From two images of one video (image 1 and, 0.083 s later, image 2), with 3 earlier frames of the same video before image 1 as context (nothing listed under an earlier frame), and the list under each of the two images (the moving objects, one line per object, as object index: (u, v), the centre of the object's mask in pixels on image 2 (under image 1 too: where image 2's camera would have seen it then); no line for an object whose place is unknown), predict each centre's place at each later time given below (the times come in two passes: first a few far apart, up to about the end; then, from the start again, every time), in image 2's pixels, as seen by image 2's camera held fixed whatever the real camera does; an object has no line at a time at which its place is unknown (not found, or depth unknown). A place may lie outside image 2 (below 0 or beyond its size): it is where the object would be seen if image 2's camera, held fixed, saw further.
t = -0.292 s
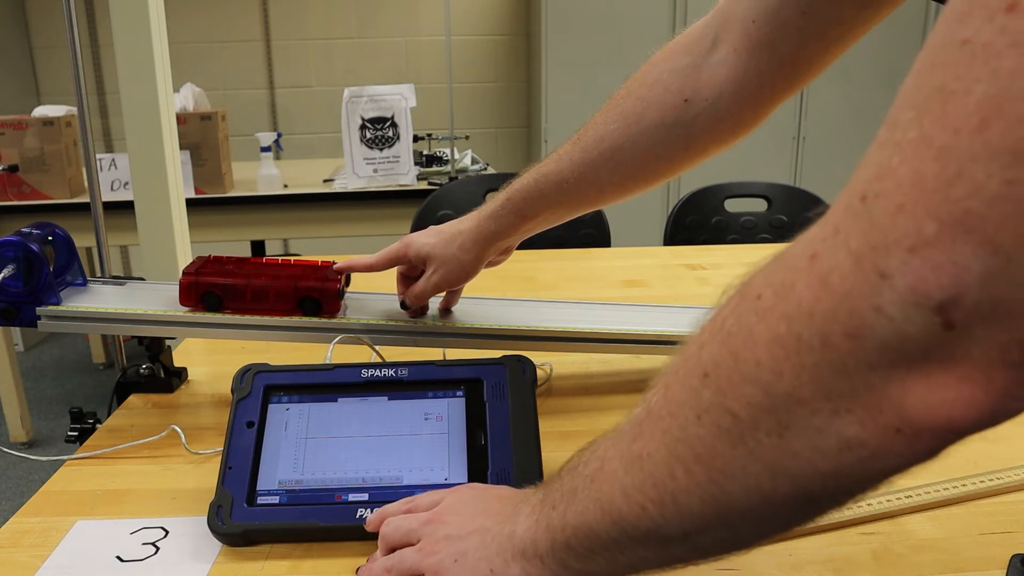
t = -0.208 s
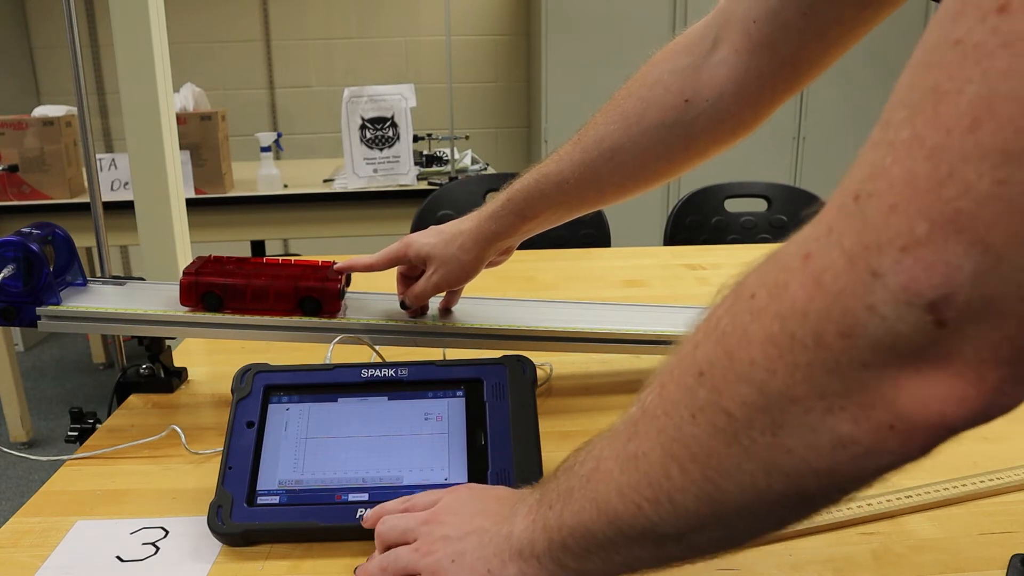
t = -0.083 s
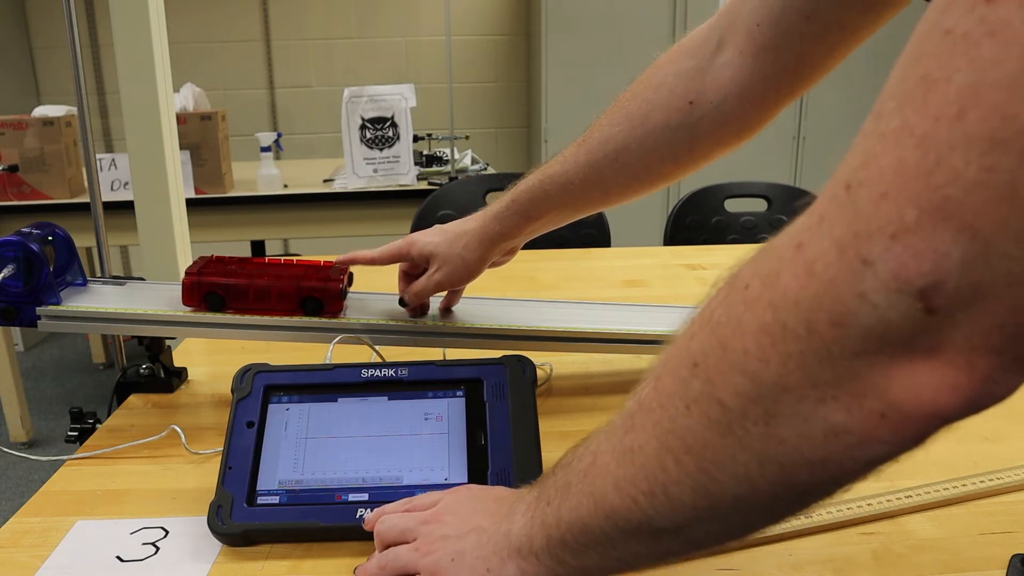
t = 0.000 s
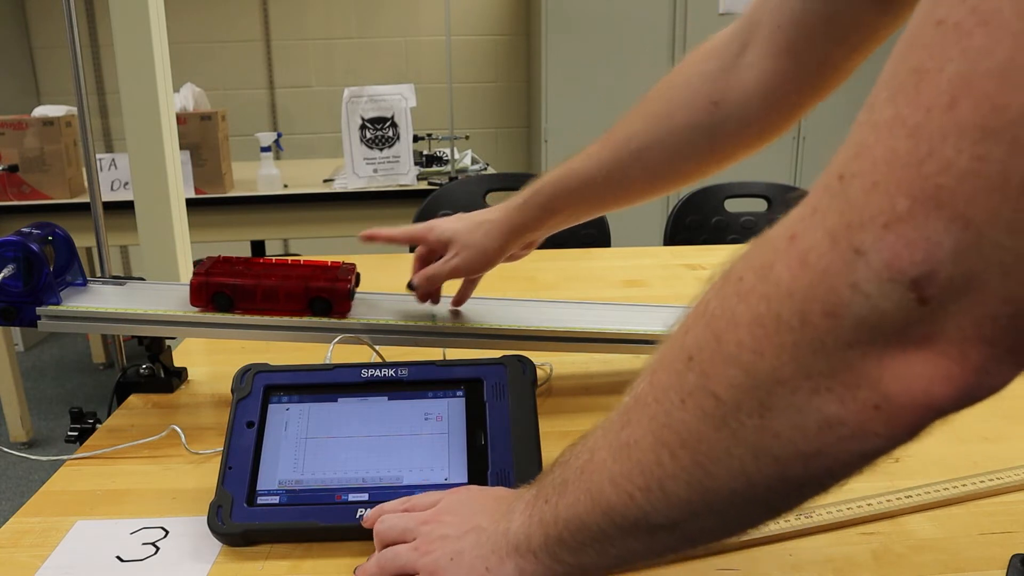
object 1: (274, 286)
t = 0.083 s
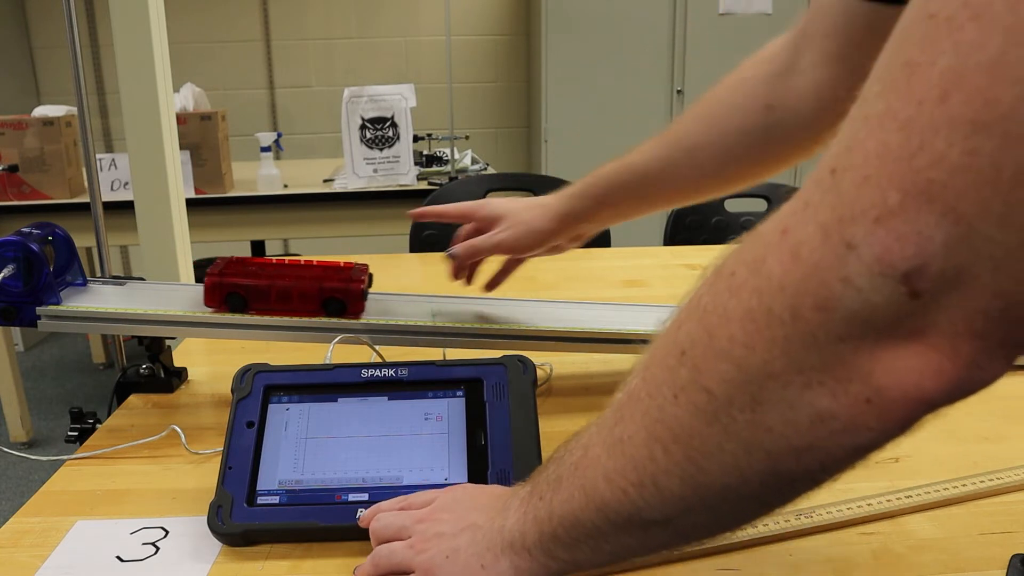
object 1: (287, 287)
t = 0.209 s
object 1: (318, 288)
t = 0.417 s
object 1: (396, 292)
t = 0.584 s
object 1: (482, 296)
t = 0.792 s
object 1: (589, 299)
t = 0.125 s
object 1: (296, 287)
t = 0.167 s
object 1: (306, 288)
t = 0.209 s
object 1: (318, 288)
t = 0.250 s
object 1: (330, 289)
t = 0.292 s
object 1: (345, 290)
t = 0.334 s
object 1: (360, 291)
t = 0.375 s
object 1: (377, 292)
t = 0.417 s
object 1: (396, 292)
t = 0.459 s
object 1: (415, 293)
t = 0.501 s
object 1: (436, 294)
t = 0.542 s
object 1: (458, 295)
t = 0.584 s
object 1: (482, 296)
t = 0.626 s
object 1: (506, 297)
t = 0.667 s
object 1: (532, 298)
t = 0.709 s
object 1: (557, 299)
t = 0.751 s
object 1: (574, 299)
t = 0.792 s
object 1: (589, 299)
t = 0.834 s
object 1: (603, 298)
